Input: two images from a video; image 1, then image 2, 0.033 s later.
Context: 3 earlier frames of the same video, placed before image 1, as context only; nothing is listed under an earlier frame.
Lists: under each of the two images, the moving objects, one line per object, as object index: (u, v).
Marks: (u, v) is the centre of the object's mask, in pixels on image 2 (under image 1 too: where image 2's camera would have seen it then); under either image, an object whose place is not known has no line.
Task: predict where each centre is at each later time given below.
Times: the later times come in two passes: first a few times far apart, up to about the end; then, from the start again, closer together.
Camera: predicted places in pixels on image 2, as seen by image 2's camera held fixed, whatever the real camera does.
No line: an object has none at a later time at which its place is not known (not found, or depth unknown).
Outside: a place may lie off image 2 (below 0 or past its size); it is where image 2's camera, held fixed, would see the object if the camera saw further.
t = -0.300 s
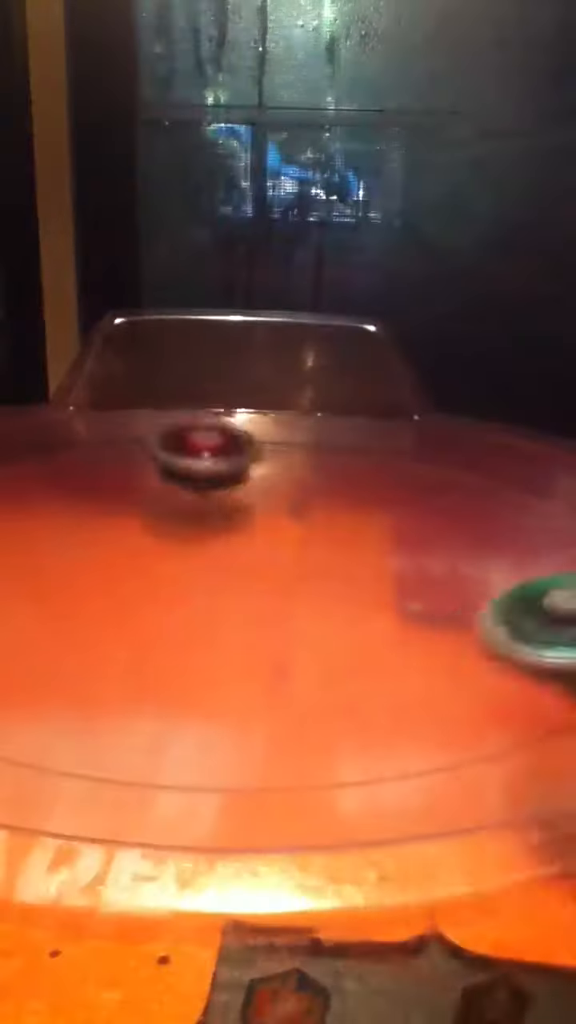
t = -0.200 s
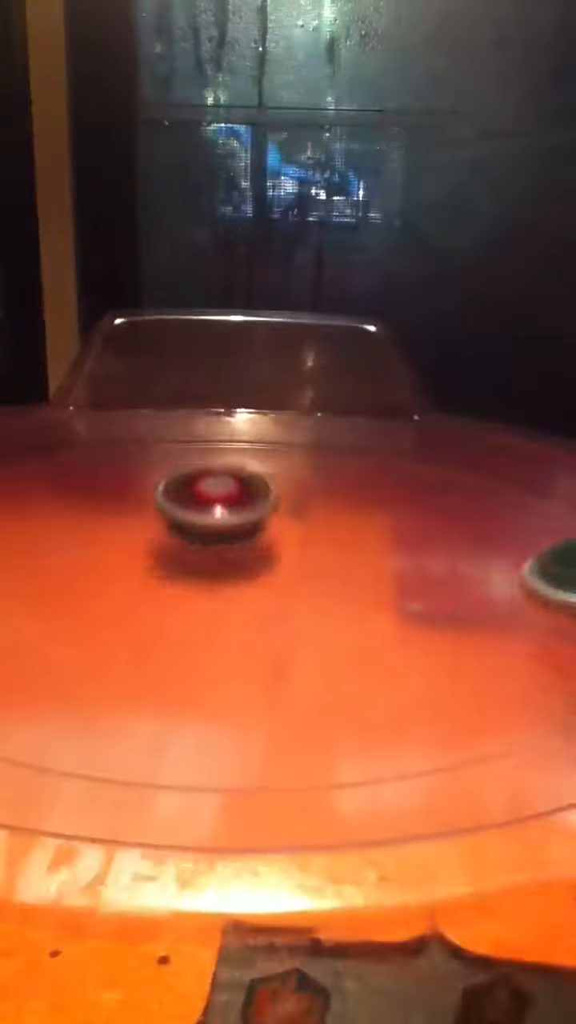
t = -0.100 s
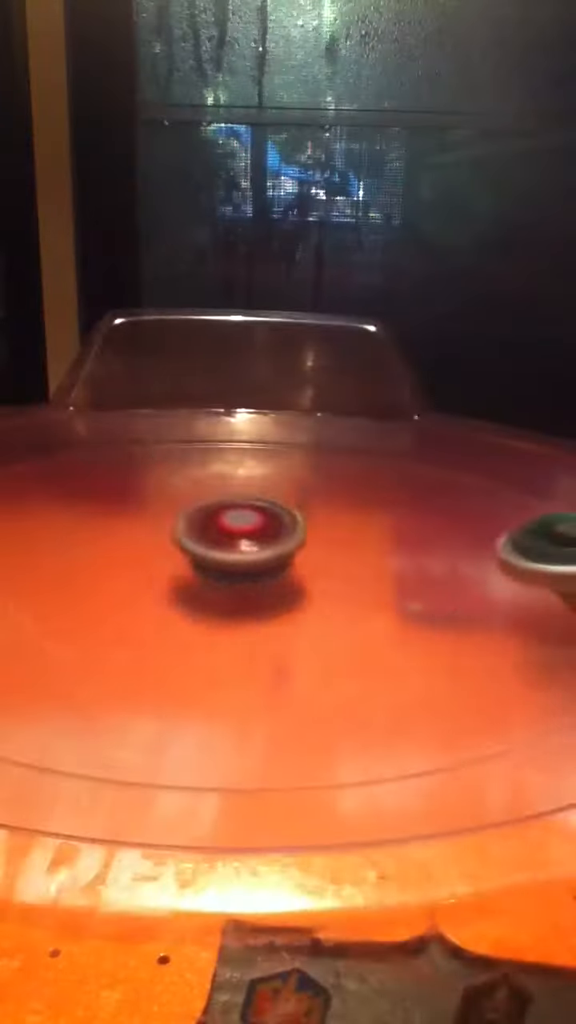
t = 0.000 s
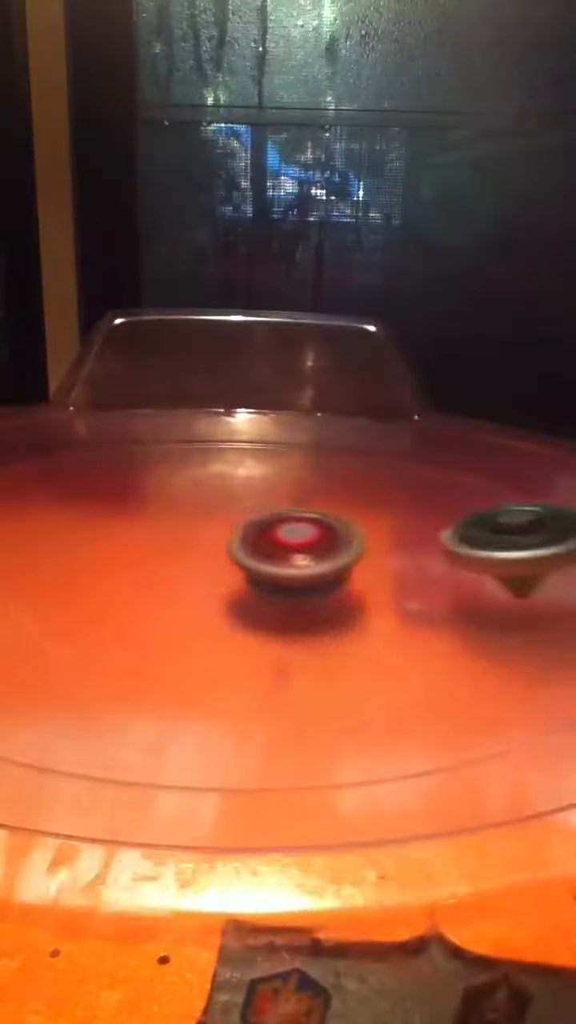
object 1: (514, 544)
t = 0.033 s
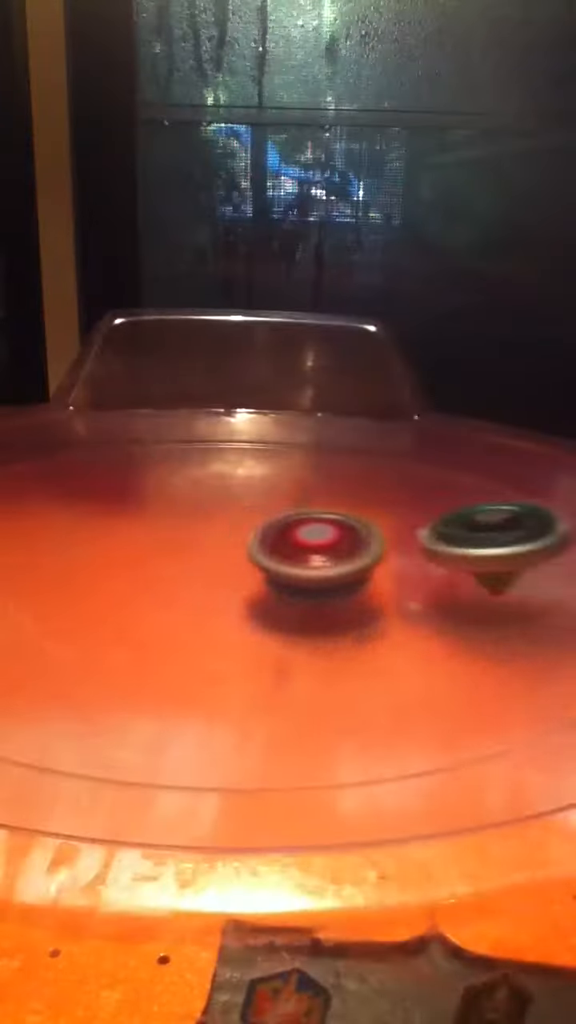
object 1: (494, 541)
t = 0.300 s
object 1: (537, 580)
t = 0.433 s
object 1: (357, 584)
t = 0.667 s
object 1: (182, 584)
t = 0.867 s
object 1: (154, 609)
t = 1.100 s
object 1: (190, 615)
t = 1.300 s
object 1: (216, 604)
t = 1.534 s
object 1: (226, 580)
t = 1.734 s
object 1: (228, 563)
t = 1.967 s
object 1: (240, 544)
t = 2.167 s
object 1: (256, 532)
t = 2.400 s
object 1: (277, 525)
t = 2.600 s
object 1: (297, 523)
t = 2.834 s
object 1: (328, 528)
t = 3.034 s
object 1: (351, 534)
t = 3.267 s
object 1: (372, 545)
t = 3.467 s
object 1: (382, 556)
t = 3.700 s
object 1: (380, 570)
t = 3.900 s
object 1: (365, 583)
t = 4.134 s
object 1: (335, 593)
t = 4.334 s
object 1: (302, 595)
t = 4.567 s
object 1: (267, 590)
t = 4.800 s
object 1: (240, 578)
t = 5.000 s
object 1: (229, 565)
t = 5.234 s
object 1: (230, 549)
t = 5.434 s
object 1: (244, 539)
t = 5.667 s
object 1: (270, 532)
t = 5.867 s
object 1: (295, 529)
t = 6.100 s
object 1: (322, 530)
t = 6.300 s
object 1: (345, 537)
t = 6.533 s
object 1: (365, 547)
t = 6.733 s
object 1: (376, 557)
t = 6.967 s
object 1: (374, 570)
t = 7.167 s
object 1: (350, 581)
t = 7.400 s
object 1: (314, 588)
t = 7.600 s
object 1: (284, 589)
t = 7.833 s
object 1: (257, 583)
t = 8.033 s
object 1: (241, 575)
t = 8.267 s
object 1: (235, 564)
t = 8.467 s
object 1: (242, 554)
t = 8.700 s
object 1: (264, 547)
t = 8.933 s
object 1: (290, 543)
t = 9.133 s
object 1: (312, 543)
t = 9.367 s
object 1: (337, 546)
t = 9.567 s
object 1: (348, 553)
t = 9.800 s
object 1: (352, 560)
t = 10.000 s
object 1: (347, 570)
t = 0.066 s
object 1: (494, 532)
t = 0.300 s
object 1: (537, 580)
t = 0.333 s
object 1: (509, 562)
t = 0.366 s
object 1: (467, 554)
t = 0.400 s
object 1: (410, 586)
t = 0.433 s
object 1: (357, 584)
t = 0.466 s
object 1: (315, 587)
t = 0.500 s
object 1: (285, 581)
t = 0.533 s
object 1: (257, 578)
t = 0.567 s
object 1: (232, 575)
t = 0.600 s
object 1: (213, 576)
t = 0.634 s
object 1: (197, 579)
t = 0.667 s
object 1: (182, 584)
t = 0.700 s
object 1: (167, 587)
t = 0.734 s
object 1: (159, 591)
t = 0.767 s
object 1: (153, 596)
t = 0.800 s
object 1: (151, 602)
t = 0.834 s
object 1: (152, 606)
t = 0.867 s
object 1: (154, 609)
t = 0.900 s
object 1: (158, 611)
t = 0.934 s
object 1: (163, 613)
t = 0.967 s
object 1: (169, 614)
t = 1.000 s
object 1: (174, 615)
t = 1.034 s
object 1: (180, 615)
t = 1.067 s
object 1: (185, 616)
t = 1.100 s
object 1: (190, 615)
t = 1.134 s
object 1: (195, 614)
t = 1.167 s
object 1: (200, 613)
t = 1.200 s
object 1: (204, 611)
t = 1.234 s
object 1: (208, 609)
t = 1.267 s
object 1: (212, 607)
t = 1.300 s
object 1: (216, 604)
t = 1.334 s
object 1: (219, 601)
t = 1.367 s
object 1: (222, 597)
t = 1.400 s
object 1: (222, 594)
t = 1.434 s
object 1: (223, 590)
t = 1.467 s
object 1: (224, 586)
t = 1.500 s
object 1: (225, 583)
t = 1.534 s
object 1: (226, 580)
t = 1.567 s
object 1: (226, 577)
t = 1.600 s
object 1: (226, 574)
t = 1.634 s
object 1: (226, 571)
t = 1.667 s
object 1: (226, 569)
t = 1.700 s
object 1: (227, 566)
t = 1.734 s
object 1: (228, 563)
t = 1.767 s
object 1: (229, 560)
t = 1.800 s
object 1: (231, 557)
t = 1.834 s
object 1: (233, 553)
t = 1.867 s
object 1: (234, 550)
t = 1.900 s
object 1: (236, 548)
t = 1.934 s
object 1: (238, 545)
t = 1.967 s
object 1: (240, 544)
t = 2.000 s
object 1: (242, 541)
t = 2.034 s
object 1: (245, 539)
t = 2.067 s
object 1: (248, 537)
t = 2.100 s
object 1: (250, 535)
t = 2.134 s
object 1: (253, 533)
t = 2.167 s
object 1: (256, 532)
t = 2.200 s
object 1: (259, 531)
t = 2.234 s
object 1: (262, 530)
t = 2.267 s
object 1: (265, 528)
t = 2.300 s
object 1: (268, 527)
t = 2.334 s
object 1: (271, 526)
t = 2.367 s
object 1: (274, 525)
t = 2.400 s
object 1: (277, 525)
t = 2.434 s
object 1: (280, 524)
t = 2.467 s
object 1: (283, 523)
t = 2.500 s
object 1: (286, 524)
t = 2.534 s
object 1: (290, 524)
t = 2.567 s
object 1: (294, 523)
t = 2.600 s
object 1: (297, 523)
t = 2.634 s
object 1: (301, 523)
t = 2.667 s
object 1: (305, 524)
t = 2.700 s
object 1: (310, 525)
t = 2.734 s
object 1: (314, 525)
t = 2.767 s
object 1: (319, 526)
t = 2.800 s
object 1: (323, 527)
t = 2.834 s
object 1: (328, 528)
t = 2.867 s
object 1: (332, 529)
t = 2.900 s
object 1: (336, 530)
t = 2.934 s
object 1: (340, 531)
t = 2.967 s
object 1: (344, 532)
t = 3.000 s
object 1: (348, 533)
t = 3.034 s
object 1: (351, 534)
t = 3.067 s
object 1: (355, 536)
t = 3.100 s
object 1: (358, 537)
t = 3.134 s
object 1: (361, 539)
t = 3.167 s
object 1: (364, 540)
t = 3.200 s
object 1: (367, 542)
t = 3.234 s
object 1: (369, 544)
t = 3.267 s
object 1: (372, 545)
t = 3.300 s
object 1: (374, 547)
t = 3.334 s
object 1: (377, 549)
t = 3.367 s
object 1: (379, 551)
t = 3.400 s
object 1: (380, 553)
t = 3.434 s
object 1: (382, 554)
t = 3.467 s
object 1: (382, 556)
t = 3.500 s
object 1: (383, 558)
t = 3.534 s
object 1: (383, 560)
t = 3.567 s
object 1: (384, 561)
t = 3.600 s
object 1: (383, 563)
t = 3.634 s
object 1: (382, 566)
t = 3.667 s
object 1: (382, 568)
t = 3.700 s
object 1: (380, 570)
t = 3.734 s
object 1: (379, 572)
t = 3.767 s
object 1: (377, 576)
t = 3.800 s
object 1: (375, 578)
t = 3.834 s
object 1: (372, 580)
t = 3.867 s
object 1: (369, 581)
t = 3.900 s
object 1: (365, 583)
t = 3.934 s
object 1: (362, 585)
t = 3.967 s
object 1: (358, 586)
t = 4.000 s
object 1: (353, 589)
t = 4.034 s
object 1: (349, 590)
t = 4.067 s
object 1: (344, 591)
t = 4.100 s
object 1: (340, 592)
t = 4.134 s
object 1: (335, 593)
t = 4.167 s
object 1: (329, 594)
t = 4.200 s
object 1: (324, 594)
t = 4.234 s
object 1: (318, 595)
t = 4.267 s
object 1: (313, 595)
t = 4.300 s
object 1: (307, 595)
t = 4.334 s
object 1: (302, 595)
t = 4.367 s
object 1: (297, 595)
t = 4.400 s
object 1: (292, 595)
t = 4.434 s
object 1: (287, 594)
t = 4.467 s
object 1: (281, 593)
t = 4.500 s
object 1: (276, 592)
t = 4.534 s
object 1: (272, 591)
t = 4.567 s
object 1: (267, 590)
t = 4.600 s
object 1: (263, 589)
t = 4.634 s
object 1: (259, 588)
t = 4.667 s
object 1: (254, 586)
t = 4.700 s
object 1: (250, 584)
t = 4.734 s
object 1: (246, 582)
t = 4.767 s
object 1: (243, 580)
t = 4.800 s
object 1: (240, 578)
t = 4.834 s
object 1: (237, 576)
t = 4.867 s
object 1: (235, 574)
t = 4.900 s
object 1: (233, 572)
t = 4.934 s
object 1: (232, 570)
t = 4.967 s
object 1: (230, 567)
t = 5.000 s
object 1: (229, 565)
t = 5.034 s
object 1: (228, 563)
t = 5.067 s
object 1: (228, 560)
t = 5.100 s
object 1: (228, 557)
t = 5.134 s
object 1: (229, 555)
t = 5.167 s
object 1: (229, 553)
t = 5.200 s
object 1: (229, 550)
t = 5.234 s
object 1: (230, 549)
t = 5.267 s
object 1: (231, 547)
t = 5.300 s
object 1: (233, 546)
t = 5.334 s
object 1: (235, 544)
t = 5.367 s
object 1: (238, 542)
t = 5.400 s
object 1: (241, 541)
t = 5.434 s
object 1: (244, 539)
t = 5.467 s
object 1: (247, 537)
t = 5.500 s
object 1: (250, 536)
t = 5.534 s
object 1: (254, 536)
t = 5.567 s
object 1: (258, 534)
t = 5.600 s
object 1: (262, 533)
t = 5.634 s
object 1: (266, 532)
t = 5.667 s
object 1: (270, 532)
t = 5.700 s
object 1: (274, 531)
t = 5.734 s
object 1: (279, 530)
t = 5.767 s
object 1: (283, 530)
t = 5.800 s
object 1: (287, 529)
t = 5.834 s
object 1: (291, 530)
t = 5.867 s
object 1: (295, 529)
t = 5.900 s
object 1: (299, 528)
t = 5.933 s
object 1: (303, 529)
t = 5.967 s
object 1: (306, 529)
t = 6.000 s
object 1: (310, 529)
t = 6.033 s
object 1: (314, 530)
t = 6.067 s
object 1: (318, 531)
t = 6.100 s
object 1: (322, 530)
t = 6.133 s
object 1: (325, 532)
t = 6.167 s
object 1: (330, 533)
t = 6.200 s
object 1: (333, 534)
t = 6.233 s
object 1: (337, 535)
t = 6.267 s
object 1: (341, 535)
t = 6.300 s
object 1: (345, 537)
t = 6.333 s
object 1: (349, 538)
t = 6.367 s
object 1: (352, 540)
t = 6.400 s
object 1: (355, 541)
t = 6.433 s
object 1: (358, 543)
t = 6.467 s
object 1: (361, 544)
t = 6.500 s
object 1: (364, 546)
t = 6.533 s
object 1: (365, 547)
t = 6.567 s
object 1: (367, 549)
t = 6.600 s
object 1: (369, 550)
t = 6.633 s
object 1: (371, 552)
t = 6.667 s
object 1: (373, 553)
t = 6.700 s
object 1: (375, 555)
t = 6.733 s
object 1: (376, 557)
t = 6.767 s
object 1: (377, 559)
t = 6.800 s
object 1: (377, 561)
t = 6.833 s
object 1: (377, 562)
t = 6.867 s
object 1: (377, 564)
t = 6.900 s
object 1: (376, 566)
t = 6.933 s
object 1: (375, 567)
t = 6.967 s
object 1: (374, 570)
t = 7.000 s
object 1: (372, 572)
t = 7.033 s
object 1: (369, 572)
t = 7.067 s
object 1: (365, 574)
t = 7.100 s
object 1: (361, 578)
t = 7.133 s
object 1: (356, 579)
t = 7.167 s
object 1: (350, 581)
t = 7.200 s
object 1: (345, 582)
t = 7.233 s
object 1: (340, 584)
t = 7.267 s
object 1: (335, 585)
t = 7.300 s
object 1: (330, 586)
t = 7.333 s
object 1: (325, 587)
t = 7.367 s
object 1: (320, 587)
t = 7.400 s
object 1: (314, 588)
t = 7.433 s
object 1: (308, 589)
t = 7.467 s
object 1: (303, 589)
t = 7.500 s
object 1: (298, 589)
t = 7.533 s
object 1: (294, 589)
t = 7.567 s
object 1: (289, 589)
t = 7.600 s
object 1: (284, 589)
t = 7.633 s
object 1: (280, 588)
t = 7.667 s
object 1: (275, 588)
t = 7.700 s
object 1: (271, 587)
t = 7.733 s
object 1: (267, 586)
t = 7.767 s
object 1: (264, 585)
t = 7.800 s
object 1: (260, 584)
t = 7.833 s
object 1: (257, 583)
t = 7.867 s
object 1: (254, 582)
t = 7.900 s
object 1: (251, 581)
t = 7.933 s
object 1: (248, 579)
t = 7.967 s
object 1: (245, 578)
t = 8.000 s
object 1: (243, 576)
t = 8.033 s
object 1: (241, 575)
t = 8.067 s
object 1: (240, 573)
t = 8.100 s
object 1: (239, 572)
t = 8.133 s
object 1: (238, 570)
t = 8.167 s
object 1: (237, 568)
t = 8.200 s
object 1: (236, 567)
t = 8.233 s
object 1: (236, 565)
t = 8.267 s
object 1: (235, 564)
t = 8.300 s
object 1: (235, 563)
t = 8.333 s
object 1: (235, 561)
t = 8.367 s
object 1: (236, 560)
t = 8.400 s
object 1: (237, 559)
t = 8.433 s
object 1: (240, 555)
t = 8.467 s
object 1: (242, 554)
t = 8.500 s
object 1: (244, 552)
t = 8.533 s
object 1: (247, 552)
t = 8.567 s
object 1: (250, 551)
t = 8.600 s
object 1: (253, 550)
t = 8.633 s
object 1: (257, 548)
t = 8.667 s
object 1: (260, 548)
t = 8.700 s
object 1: (264, 547)
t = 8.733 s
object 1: (268, 546)
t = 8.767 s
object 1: (272, 545)
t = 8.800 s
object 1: (276, 545)
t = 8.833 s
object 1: (279, 544)
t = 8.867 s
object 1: (283, 544)
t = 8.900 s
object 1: (286, 543)
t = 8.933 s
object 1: (290, 543)
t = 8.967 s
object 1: (294, 543)
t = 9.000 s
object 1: (297, 543)
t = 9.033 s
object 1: (301, 542)
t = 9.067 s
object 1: (305, 543)
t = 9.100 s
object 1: (309, 542)
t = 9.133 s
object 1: (312, 543)
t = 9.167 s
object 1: (317, 543)
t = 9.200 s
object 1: (321, 544)
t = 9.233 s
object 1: (324, 544)
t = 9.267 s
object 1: (328, 545)
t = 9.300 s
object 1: (331, 545)
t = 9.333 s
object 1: (334, 546)
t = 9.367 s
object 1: (337, 546)
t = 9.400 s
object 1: (339, 547)
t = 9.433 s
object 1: (341, 549)
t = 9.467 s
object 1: (343, 550)
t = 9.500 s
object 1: (345, 550)
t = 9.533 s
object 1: (346, 551)
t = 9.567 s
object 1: (348, 553)
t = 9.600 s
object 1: (349, 554)
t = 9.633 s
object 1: (351, 555)
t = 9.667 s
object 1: (352, 556)
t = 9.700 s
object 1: (352, 556)
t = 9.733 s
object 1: (352, 558)
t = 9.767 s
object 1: (352, 559)
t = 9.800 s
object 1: (352, 560)
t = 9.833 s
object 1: (351, 561)
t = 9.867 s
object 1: (351, 563)
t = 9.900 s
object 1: (350, 563)
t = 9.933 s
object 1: (350, 565)
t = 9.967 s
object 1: (348, 566)
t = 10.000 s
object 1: (347, 570)
